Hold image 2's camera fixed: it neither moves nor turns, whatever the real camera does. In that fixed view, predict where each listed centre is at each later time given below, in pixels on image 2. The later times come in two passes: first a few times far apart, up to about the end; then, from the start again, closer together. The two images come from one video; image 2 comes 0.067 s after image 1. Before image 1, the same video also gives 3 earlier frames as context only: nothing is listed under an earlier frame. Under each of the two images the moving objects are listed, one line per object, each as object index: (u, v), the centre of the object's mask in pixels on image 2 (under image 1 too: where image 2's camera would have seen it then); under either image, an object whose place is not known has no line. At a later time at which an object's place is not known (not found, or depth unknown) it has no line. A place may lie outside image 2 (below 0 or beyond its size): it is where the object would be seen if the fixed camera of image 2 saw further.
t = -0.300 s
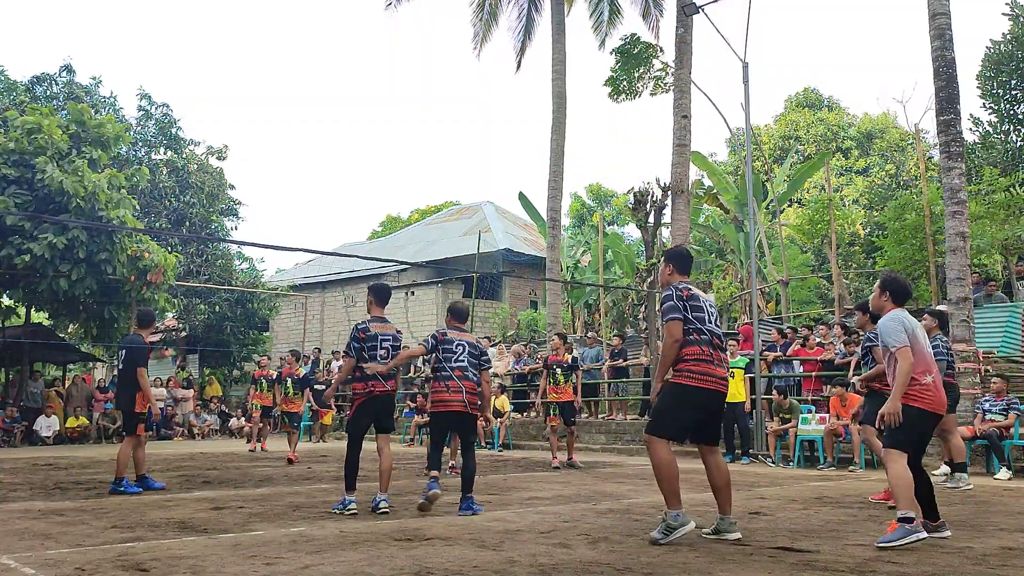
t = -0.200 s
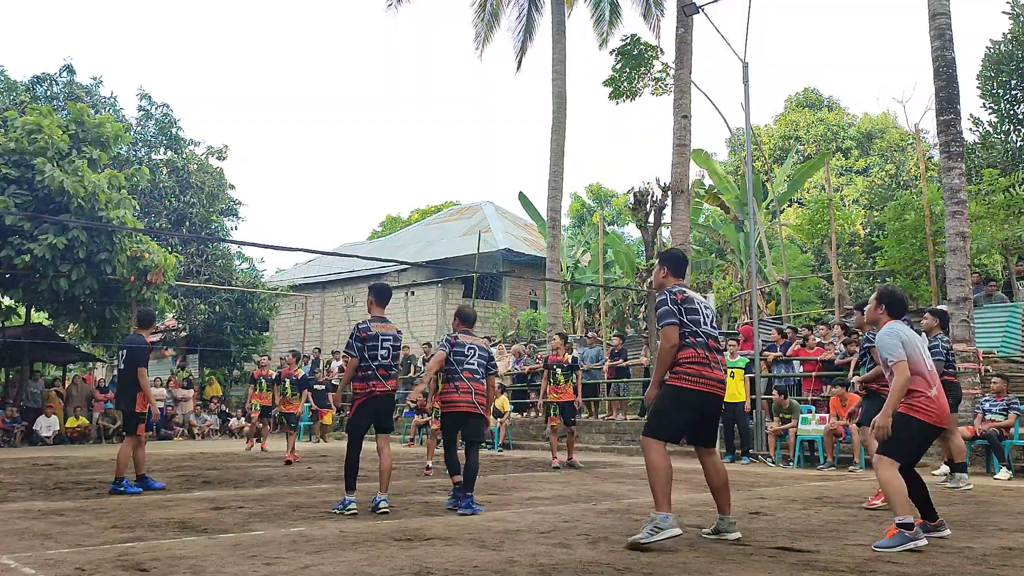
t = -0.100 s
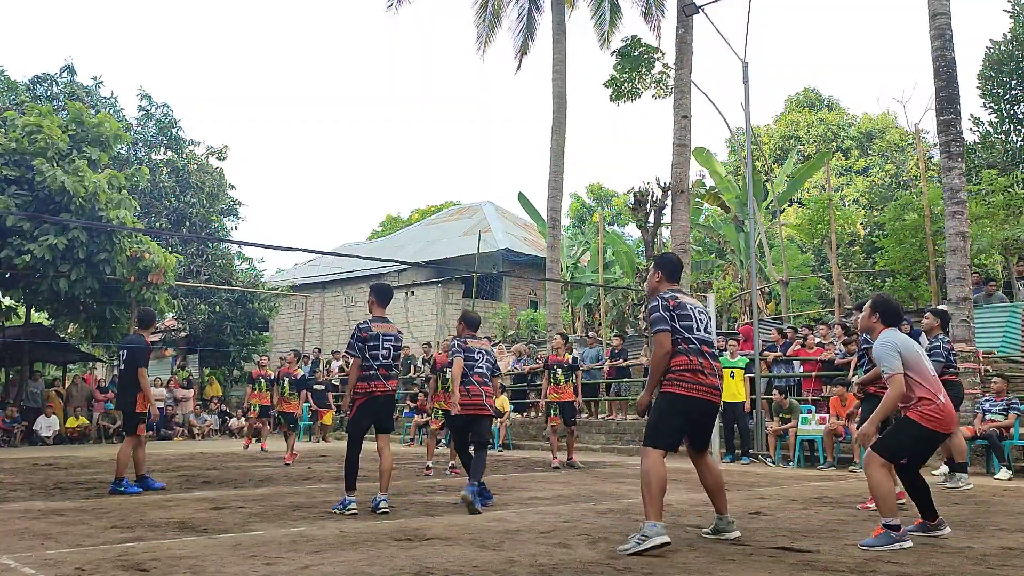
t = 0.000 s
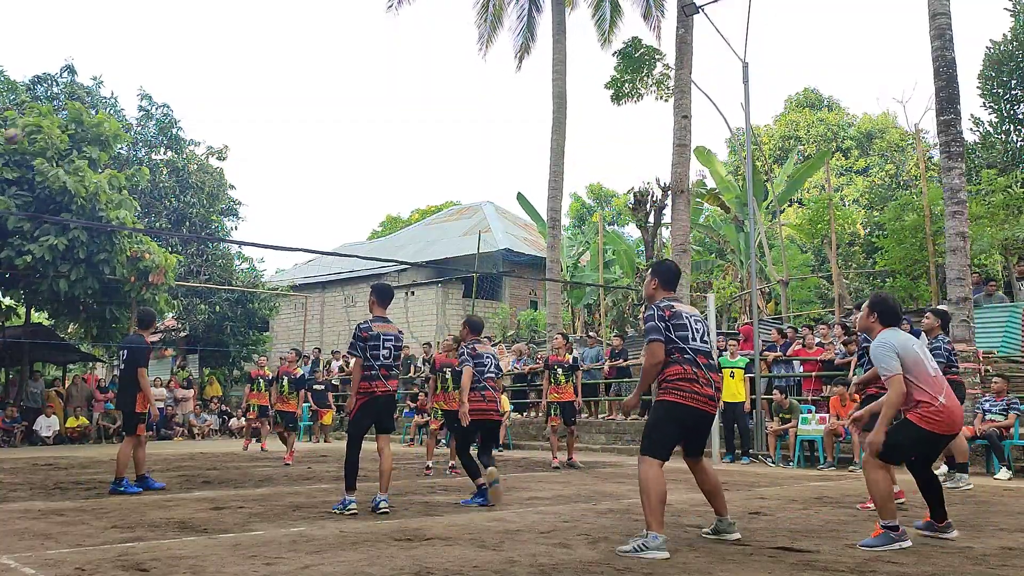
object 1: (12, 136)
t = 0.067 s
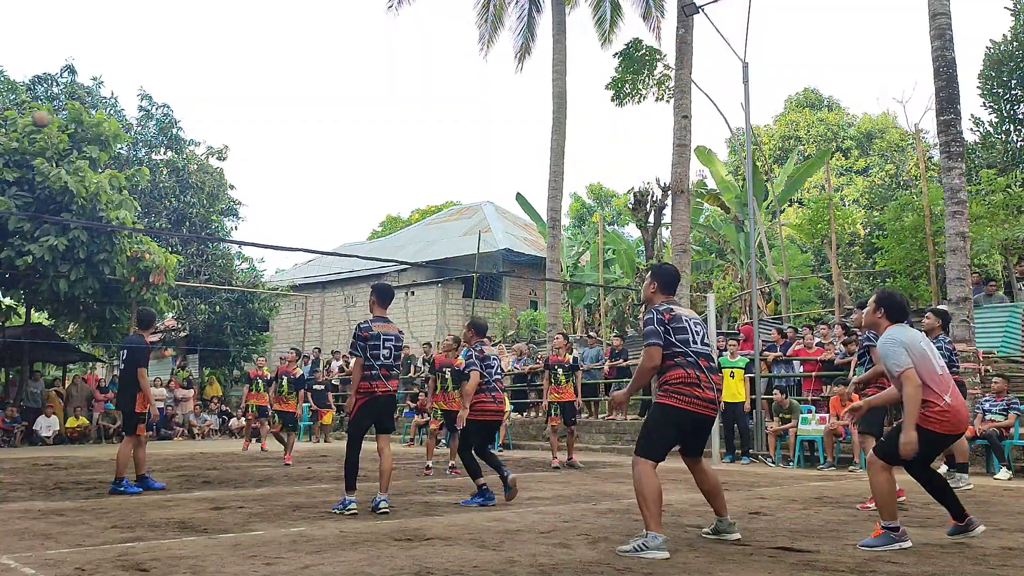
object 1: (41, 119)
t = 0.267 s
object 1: (138, 86)
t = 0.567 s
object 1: (334, 131)
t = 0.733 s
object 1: (489, 234)
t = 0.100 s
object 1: (56, 111)
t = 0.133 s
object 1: (72, 104)
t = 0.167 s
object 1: (88, 99)
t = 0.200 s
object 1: (104, 93)
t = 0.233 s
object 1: (121, 90)
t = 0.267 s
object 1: (138, 86)
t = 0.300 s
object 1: (156, 85)
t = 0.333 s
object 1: (175, 85)
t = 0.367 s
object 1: (195, 86)
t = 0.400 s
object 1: (216, 89)
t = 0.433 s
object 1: (237, 93)
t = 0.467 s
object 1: (259, 99)
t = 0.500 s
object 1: (283, 108)
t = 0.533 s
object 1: (307, 118)
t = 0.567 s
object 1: (334, 131)
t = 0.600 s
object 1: (361, 146)
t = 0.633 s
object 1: (390, 164)
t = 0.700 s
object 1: (454, 207)
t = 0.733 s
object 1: (489, 234)
